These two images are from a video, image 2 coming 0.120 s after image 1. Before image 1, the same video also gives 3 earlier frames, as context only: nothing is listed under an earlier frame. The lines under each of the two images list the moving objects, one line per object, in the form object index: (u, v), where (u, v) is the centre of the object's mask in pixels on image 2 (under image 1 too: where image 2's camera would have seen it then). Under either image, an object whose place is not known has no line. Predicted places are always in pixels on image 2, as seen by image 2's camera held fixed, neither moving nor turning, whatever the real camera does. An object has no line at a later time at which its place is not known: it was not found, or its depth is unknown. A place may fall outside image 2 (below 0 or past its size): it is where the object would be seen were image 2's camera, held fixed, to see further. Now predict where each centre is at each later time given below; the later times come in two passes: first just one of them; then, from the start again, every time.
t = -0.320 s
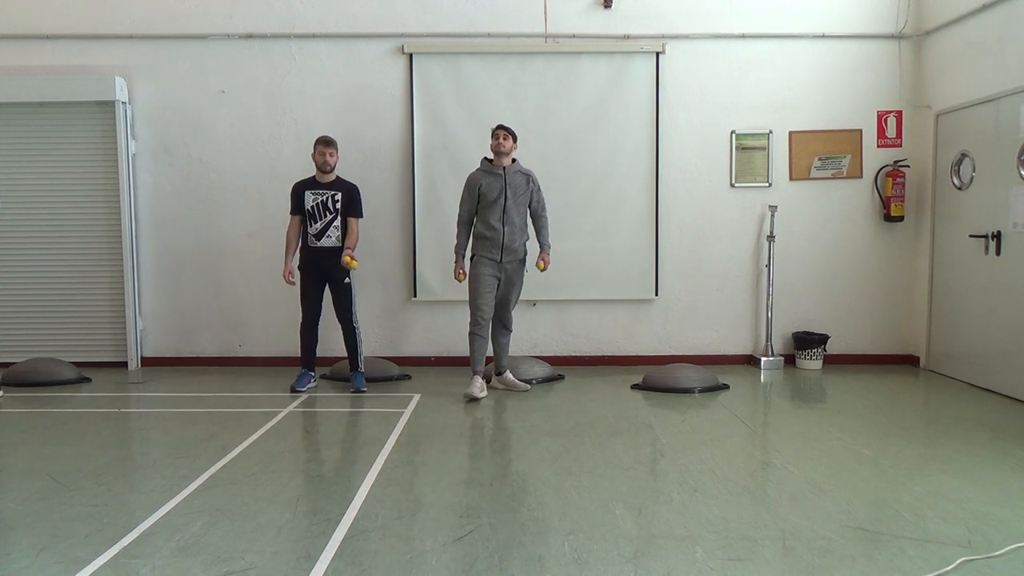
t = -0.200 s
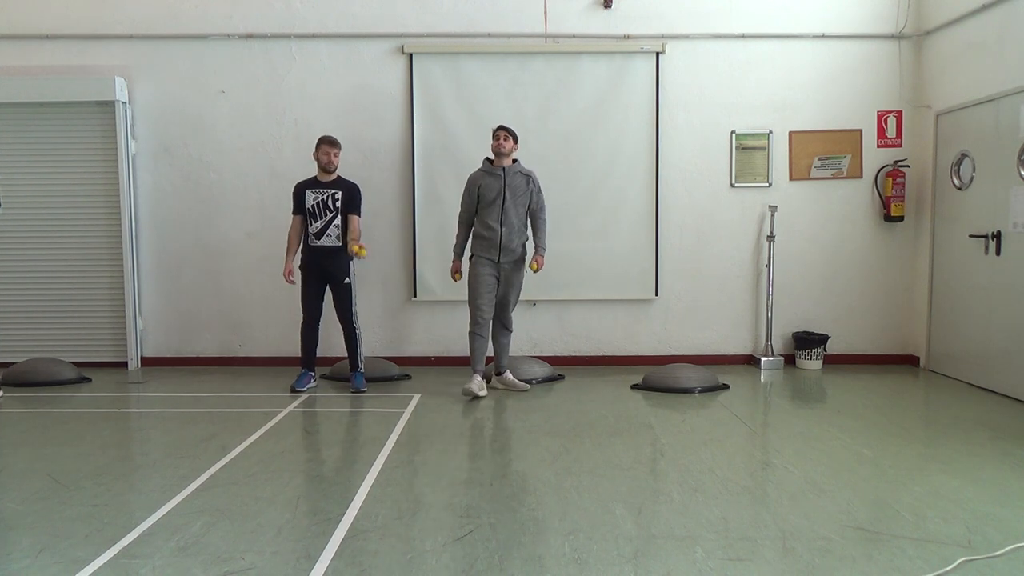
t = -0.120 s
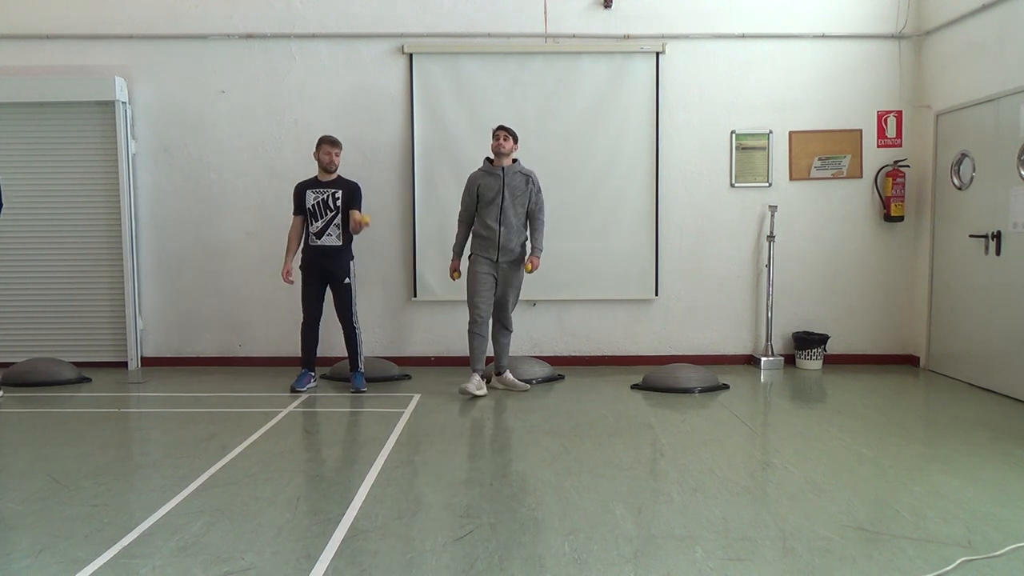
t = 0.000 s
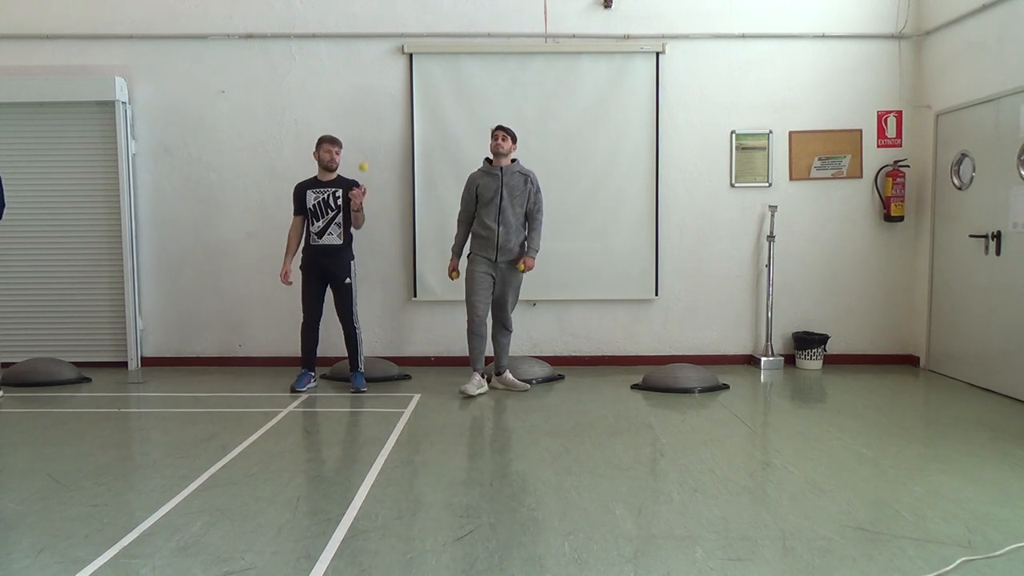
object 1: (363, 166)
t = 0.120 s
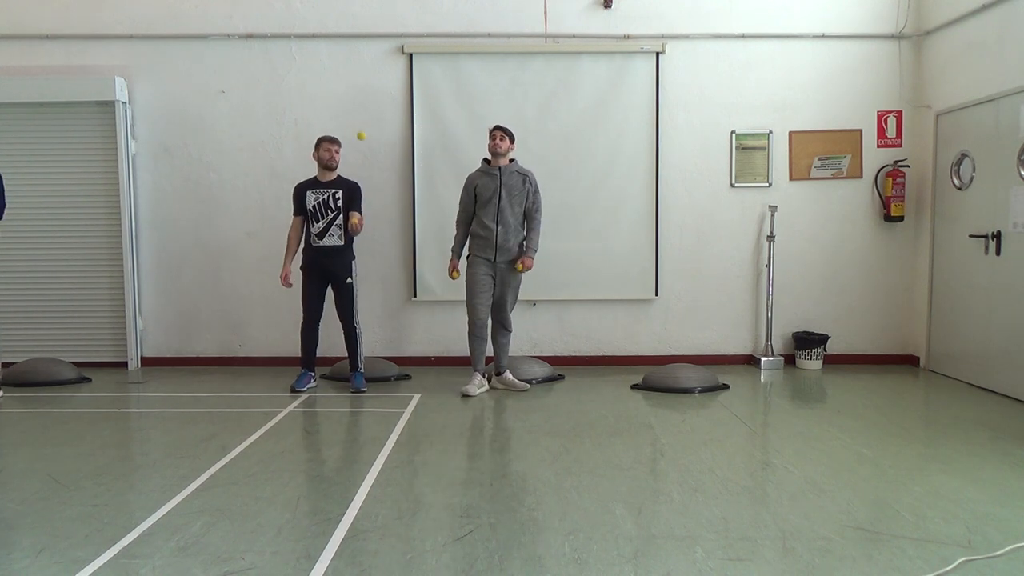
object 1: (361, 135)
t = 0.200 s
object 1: (360, 127)
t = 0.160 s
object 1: (360, 130)
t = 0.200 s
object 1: (360, 127)
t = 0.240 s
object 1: (360, 126)
